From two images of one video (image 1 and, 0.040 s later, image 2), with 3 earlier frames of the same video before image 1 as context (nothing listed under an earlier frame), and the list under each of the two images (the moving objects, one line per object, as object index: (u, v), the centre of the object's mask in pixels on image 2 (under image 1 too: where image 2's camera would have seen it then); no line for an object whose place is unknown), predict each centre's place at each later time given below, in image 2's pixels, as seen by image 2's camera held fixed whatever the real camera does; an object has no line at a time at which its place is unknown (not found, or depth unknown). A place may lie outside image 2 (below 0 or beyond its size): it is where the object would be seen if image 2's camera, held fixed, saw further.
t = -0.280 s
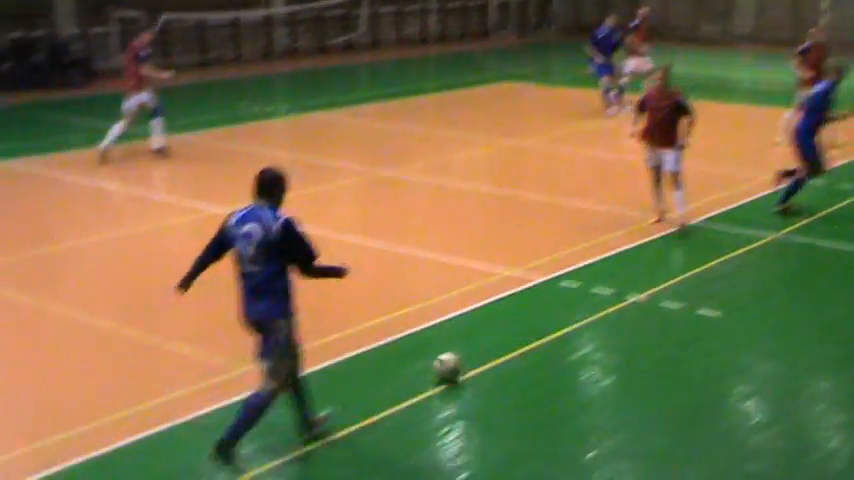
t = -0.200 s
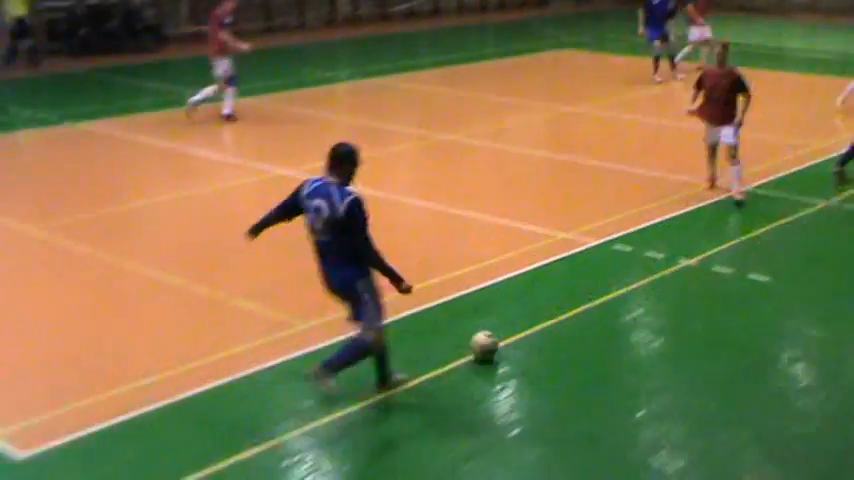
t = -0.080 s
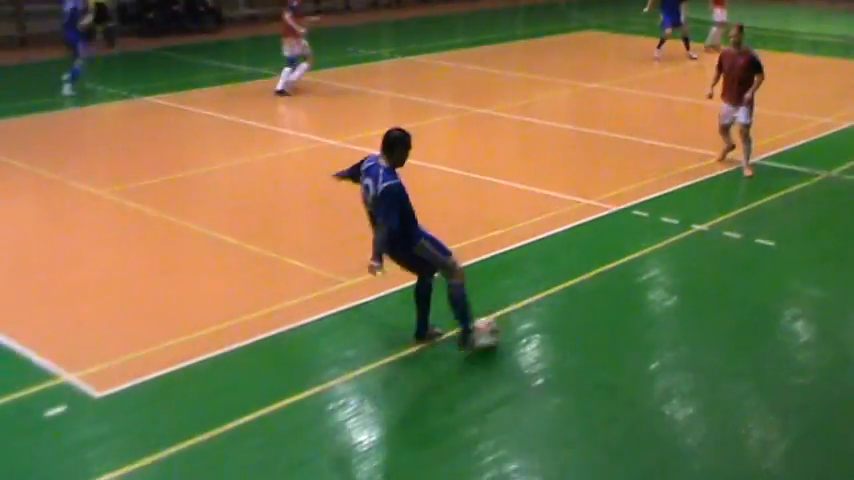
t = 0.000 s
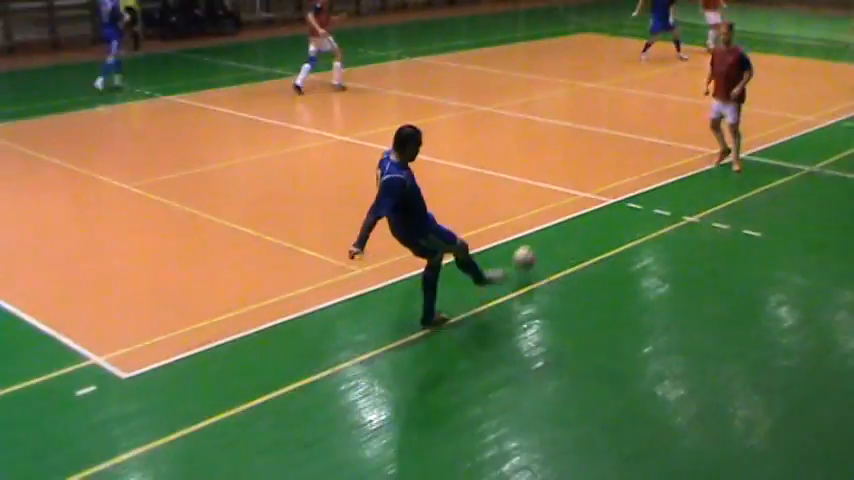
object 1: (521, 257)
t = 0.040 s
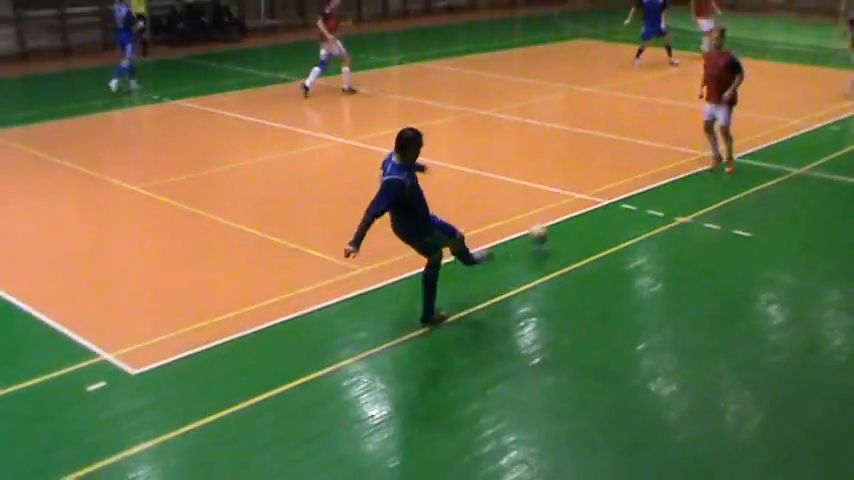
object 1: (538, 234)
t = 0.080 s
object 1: (553, 214)
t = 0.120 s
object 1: (566, 198)
